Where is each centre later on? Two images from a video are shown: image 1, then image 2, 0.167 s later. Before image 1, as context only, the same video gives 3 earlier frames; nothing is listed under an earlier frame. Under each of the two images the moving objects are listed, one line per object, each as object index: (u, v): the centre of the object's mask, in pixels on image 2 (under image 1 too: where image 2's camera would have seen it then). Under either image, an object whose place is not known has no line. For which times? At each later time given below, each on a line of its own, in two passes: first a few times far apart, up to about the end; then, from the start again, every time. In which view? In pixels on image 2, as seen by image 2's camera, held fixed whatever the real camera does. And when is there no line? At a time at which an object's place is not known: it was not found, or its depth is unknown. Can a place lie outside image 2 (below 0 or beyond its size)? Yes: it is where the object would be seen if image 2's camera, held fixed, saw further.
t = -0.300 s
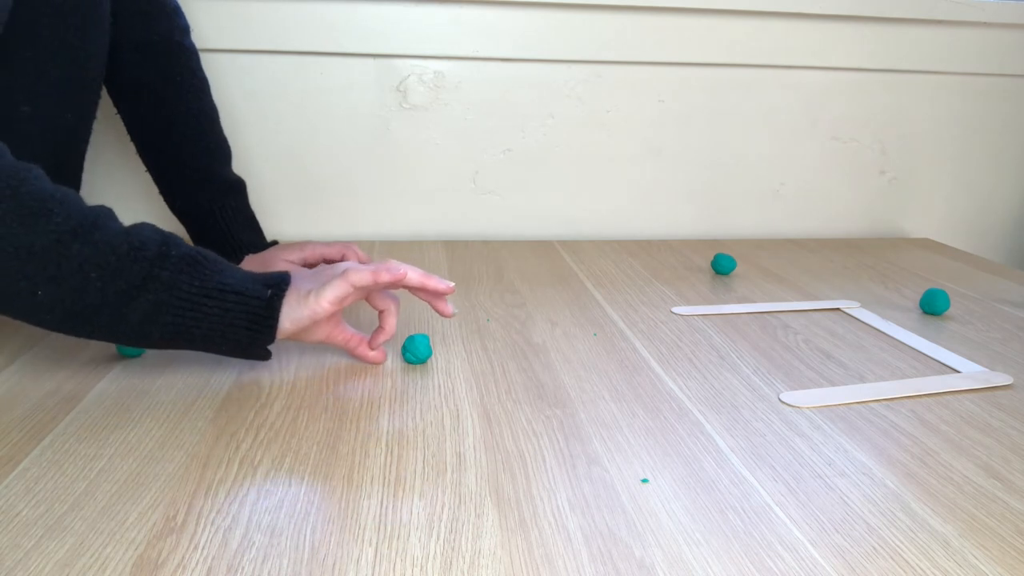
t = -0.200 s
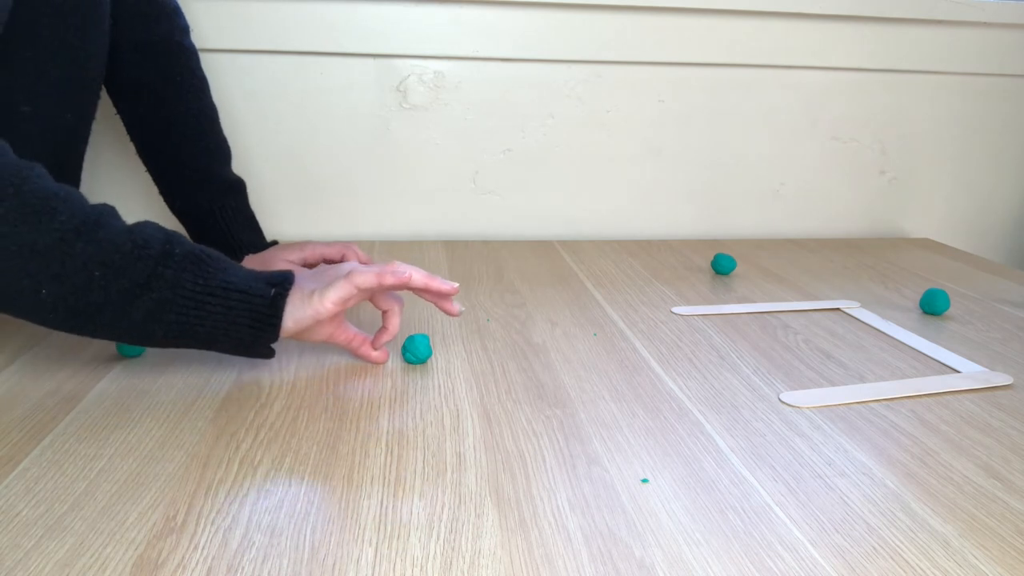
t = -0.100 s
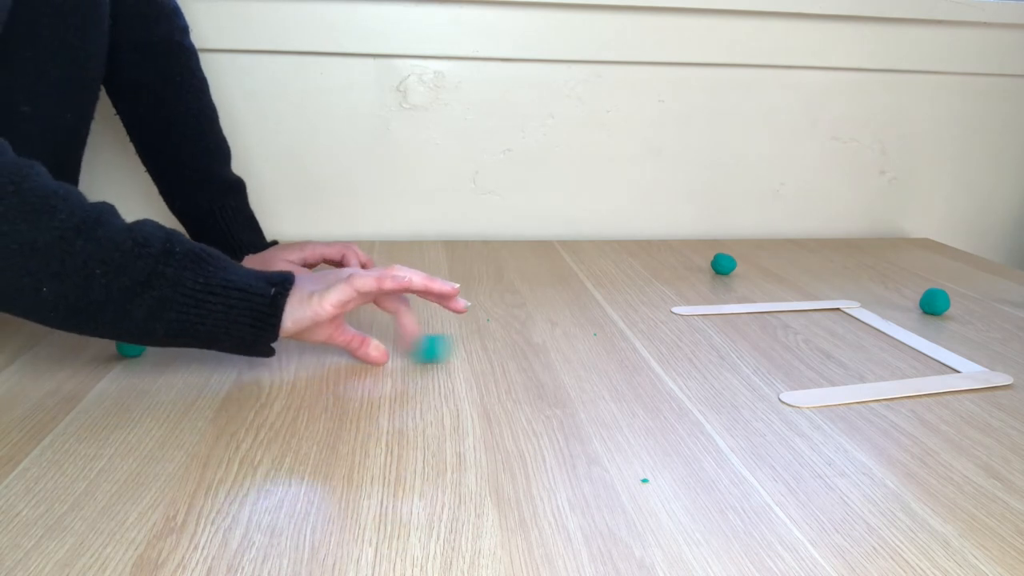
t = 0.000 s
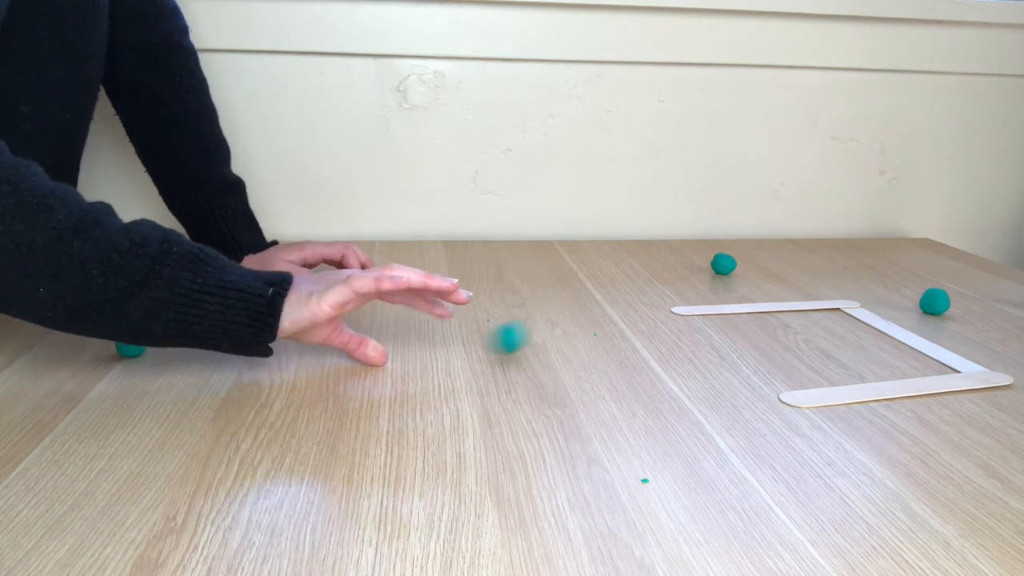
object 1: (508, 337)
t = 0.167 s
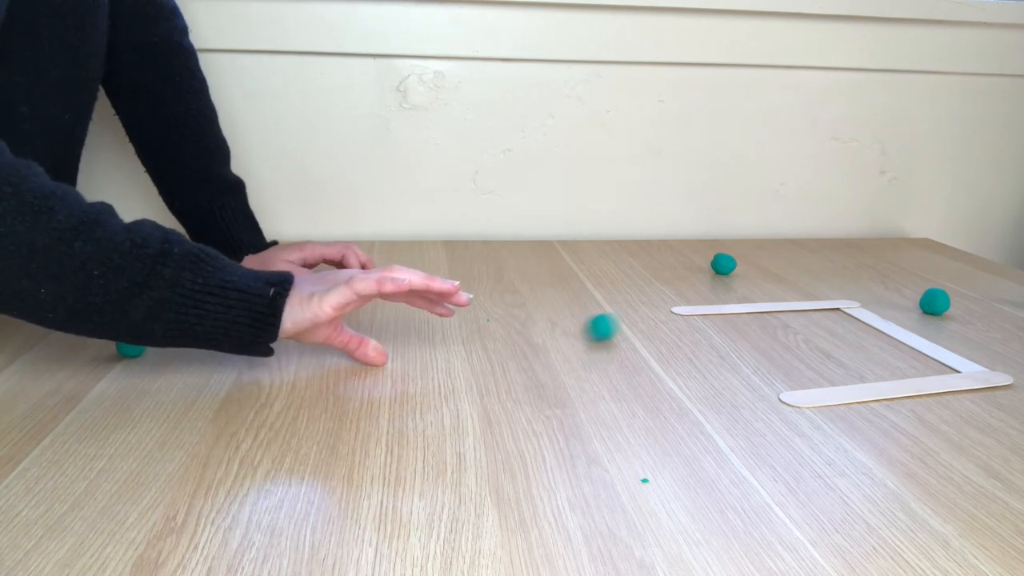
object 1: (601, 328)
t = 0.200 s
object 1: (616, 326)
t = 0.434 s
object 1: (698, 325)
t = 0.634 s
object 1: (730, 319)
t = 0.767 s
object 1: (742, 320)
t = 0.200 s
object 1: (616, 326)
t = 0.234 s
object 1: (630, 323)
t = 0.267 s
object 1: (642, 324)
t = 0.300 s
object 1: (654, 324)
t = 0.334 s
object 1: (665, 324)
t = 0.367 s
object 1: (677, 324)
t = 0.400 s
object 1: (688, 324)
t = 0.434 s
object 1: (698, 325)
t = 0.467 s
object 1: (706, 324)
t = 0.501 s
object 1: (714, 324)
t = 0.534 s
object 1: (719, 323)
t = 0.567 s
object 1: (722, 323)
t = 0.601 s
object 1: (726, 322)
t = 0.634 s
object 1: (730, 319)
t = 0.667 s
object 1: (733, 319)
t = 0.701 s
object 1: (736, 319)
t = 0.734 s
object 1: (739, 320)
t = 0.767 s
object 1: (742, 320)
